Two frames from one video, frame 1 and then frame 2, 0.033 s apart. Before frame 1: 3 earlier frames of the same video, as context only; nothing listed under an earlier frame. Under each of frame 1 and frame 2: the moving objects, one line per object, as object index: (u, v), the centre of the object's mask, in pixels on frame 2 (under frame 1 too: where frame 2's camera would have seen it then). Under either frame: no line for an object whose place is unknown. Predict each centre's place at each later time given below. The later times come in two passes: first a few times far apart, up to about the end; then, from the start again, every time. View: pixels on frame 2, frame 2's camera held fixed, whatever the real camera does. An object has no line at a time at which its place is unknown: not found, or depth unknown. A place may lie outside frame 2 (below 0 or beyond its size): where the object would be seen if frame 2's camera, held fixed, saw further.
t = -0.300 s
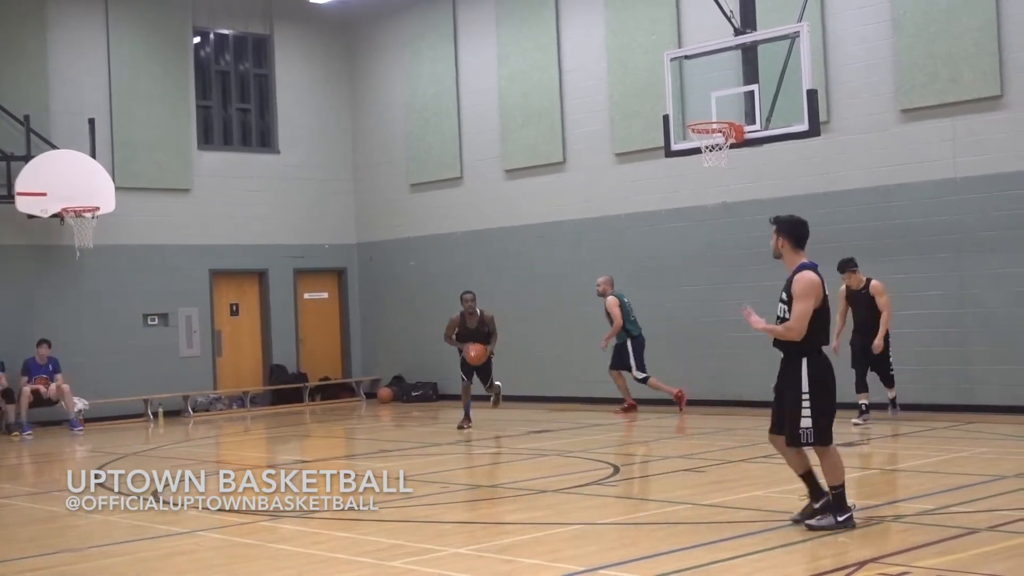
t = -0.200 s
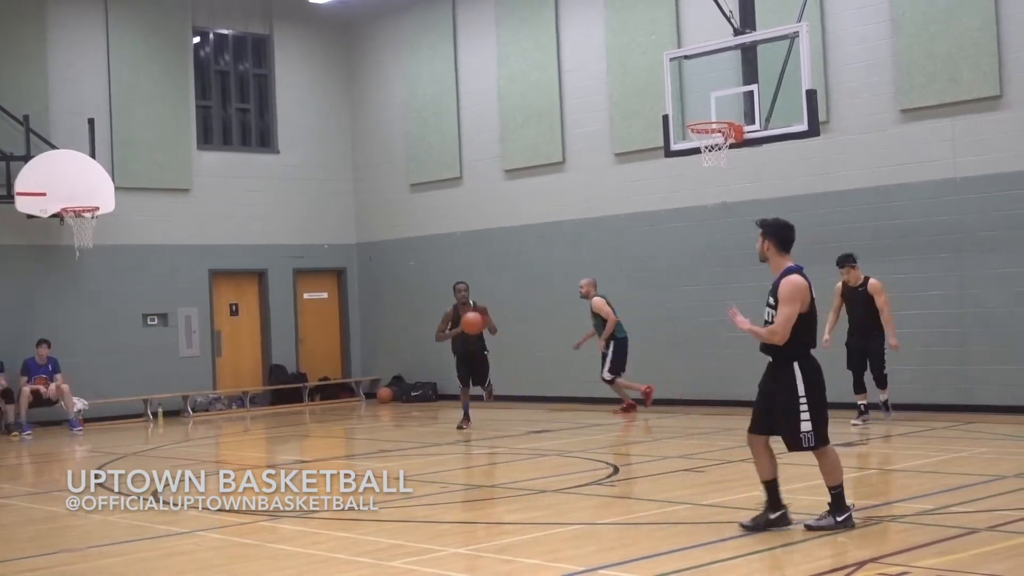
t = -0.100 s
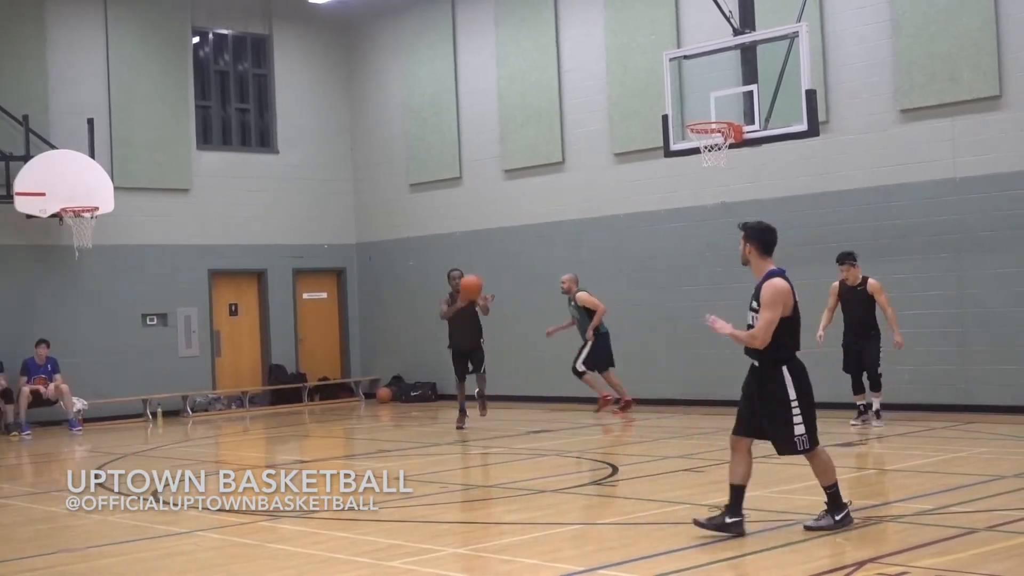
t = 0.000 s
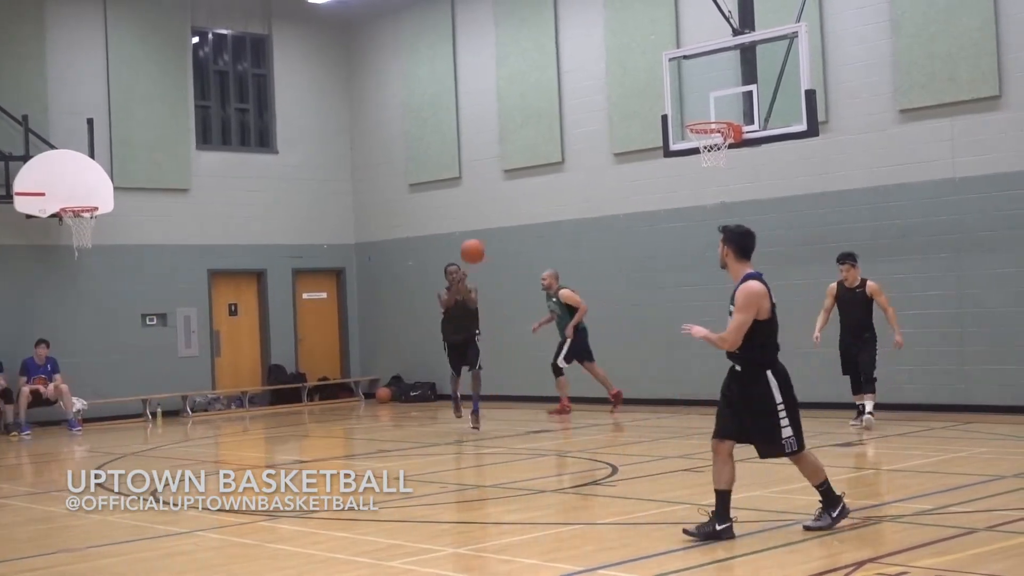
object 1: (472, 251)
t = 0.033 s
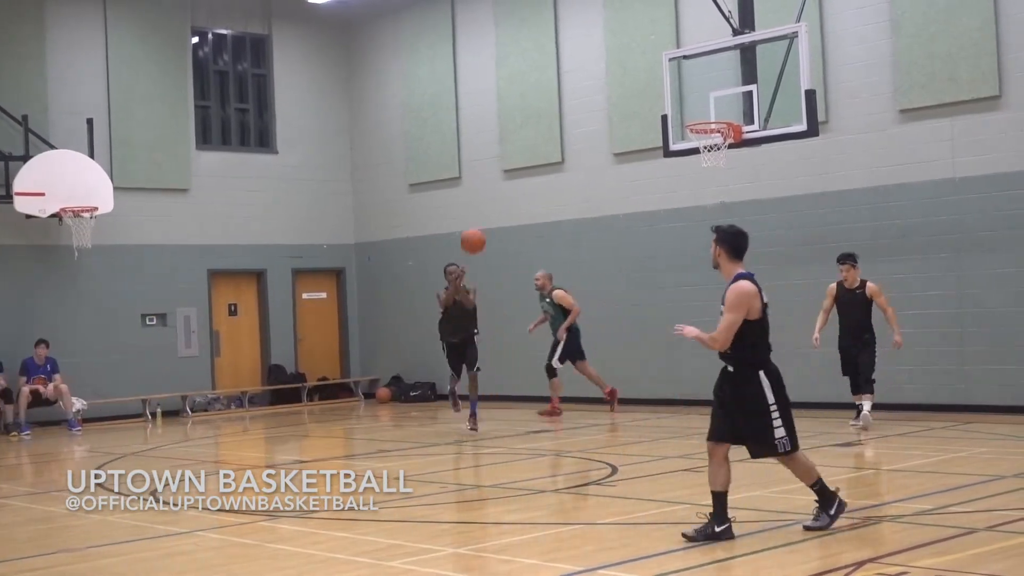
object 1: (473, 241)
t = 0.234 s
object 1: (478, 194)
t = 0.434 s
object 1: (487, 185)
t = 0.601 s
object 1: (496, 225)
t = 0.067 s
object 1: (474, 232)
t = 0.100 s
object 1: (474, 223)
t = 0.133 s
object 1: (475, 214)
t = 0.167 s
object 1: (476, 207)
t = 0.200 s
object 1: (478, 201)
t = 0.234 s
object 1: (478, 194)
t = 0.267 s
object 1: (480, 190)
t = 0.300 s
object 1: (481, 186)
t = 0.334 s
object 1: (483, 184)
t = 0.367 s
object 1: (484, 183)
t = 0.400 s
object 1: (485, 183)
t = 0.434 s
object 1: (487, 185)
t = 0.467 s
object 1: (488, 189)
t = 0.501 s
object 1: (490, 195)
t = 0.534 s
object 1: (492, 203)
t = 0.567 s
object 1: (494, 213)
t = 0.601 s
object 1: (496, 225)
